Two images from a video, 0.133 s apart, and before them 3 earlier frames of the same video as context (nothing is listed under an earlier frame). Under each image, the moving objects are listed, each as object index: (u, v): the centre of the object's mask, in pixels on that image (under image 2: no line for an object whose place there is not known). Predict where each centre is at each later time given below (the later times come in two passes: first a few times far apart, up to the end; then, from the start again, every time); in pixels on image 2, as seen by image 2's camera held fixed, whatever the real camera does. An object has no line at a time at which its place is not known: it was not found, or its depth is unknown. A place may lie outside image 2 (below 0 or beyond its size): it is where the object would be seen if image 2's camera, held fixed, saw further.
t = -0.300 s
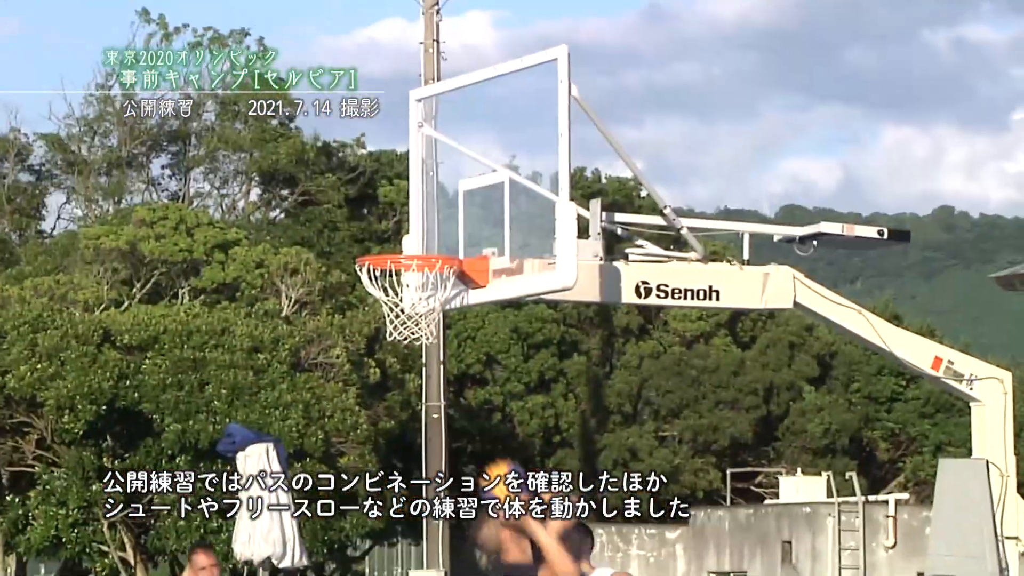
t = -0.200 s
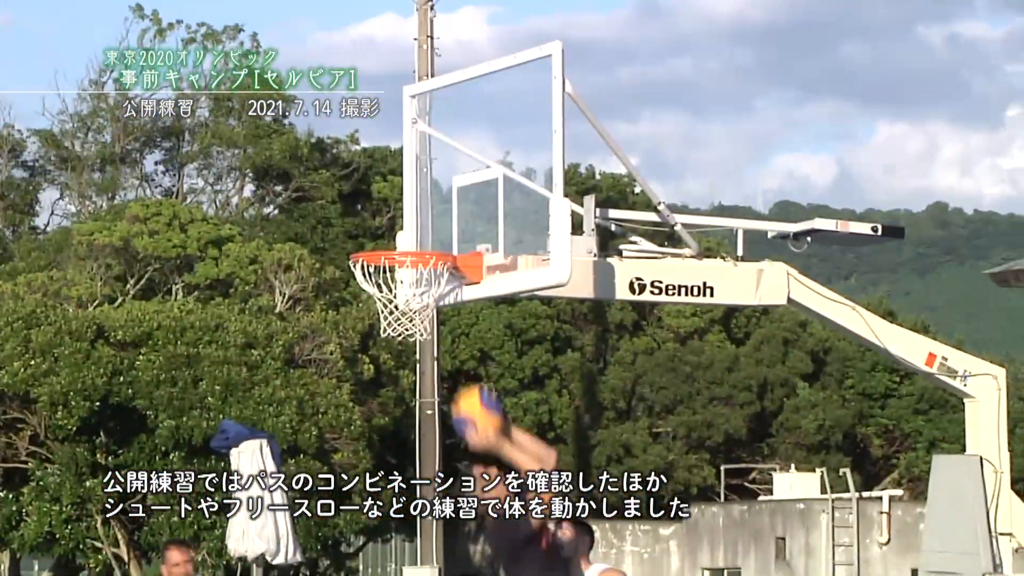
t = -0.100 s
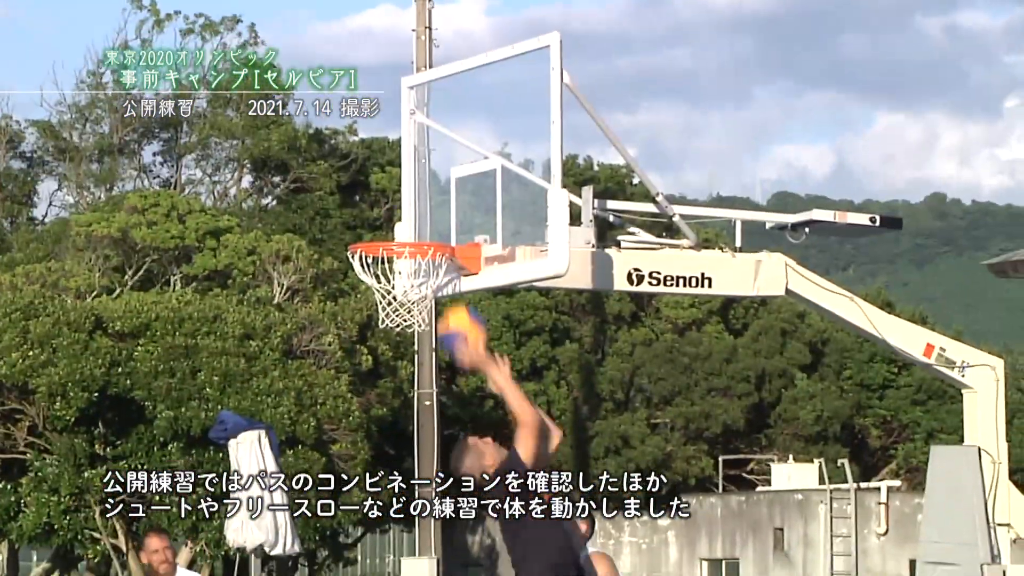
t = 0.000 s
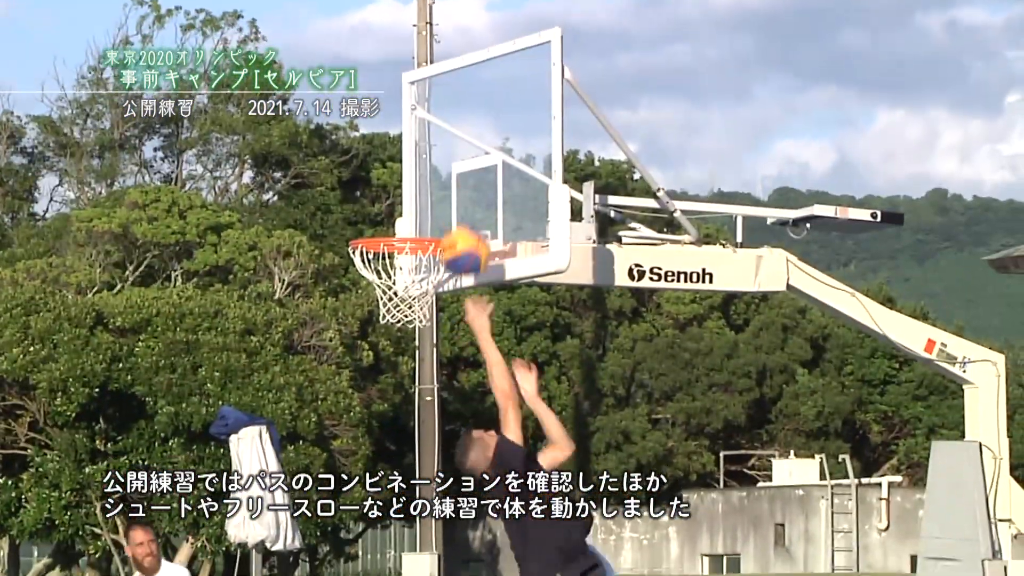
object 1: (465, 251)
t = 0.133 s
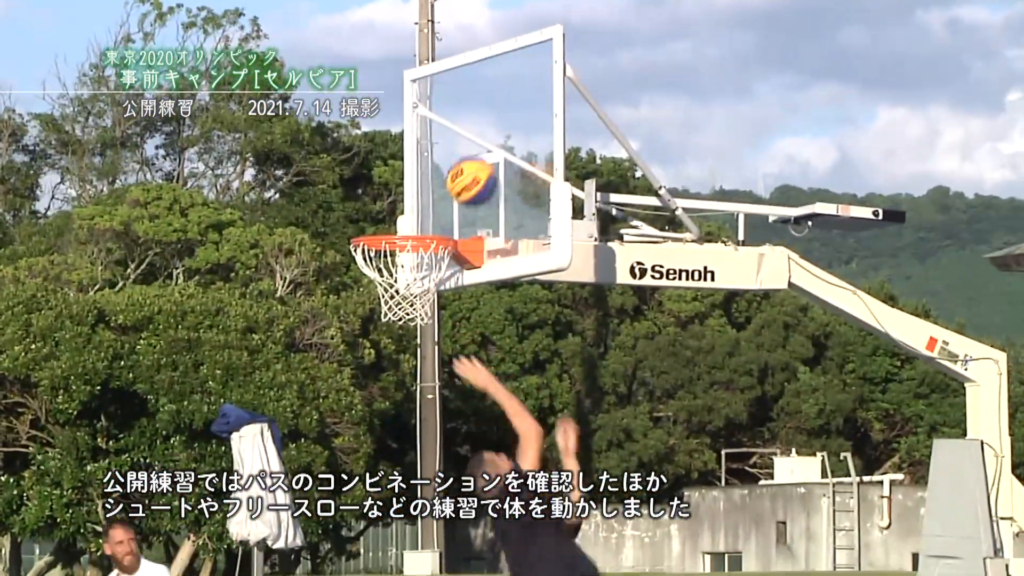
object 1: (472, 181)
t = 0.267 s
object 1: (455, 162)
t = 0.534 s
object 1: (387, 229)
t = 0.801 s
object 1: (391, 362)
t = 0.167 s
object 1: (473, 171)
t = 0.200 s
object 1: (472, 164)
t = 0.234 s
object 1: (463, 162)
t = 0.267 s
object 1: (455, 162)
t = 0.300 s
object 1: (447, 165)
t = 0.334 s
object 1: (438, 169)
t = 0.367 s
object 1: (430, 177)
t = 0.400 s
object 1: (422, 186)
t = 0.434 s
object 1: (413, 198)
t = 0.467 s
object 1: (405, 211)
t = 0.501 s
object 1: (397, 221)
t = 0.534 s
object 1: (387, 229)
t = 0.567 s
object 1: (389, 261)
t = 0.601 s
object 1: (381, 272)
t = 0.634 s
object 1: (379, 290)
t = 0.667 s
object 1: (381, 301)
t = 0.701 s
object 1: (383, 314)
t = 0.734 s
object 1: (386, 328)
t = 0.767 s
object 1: (388, 343)
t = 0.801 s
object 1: (391, 362)
